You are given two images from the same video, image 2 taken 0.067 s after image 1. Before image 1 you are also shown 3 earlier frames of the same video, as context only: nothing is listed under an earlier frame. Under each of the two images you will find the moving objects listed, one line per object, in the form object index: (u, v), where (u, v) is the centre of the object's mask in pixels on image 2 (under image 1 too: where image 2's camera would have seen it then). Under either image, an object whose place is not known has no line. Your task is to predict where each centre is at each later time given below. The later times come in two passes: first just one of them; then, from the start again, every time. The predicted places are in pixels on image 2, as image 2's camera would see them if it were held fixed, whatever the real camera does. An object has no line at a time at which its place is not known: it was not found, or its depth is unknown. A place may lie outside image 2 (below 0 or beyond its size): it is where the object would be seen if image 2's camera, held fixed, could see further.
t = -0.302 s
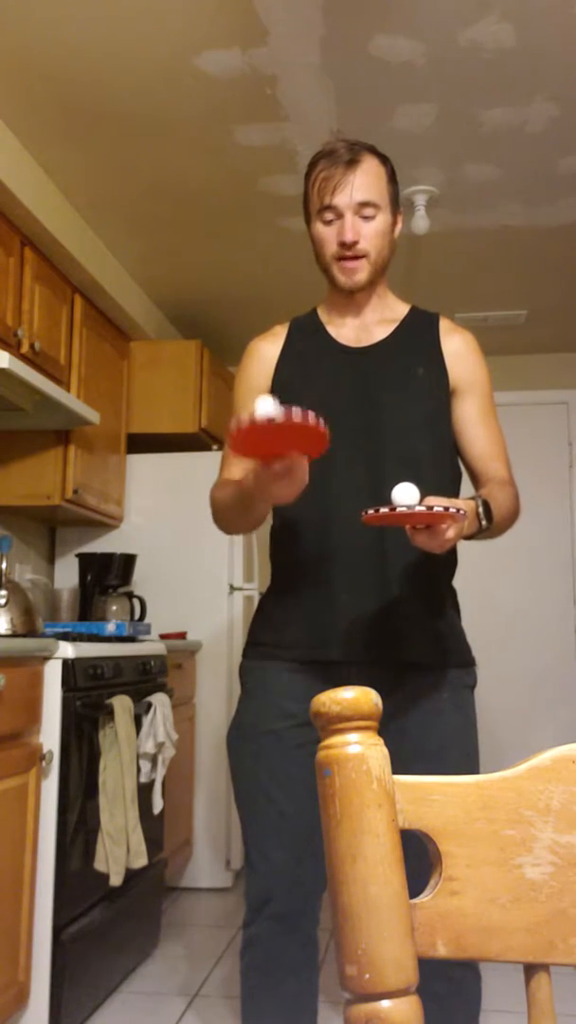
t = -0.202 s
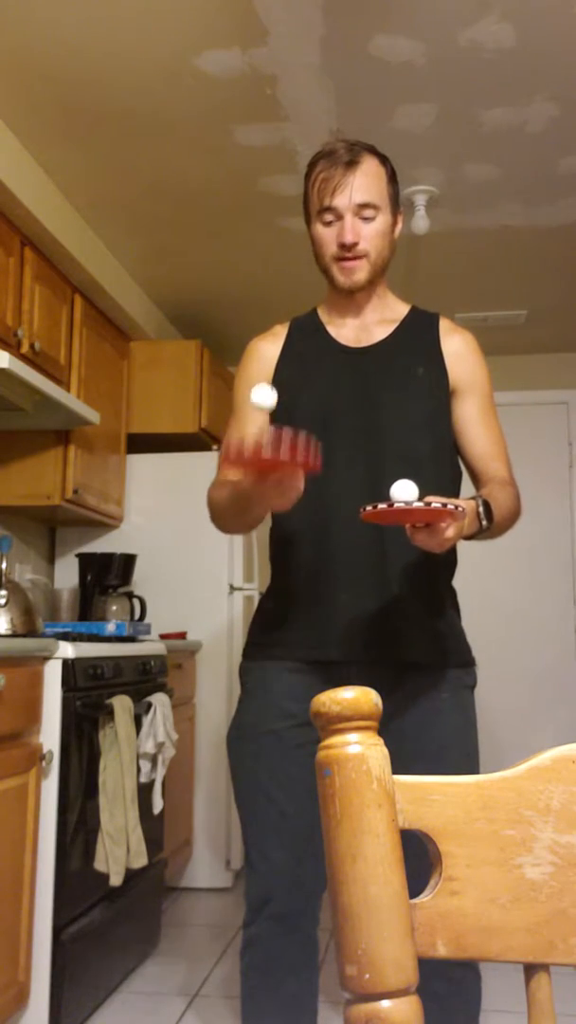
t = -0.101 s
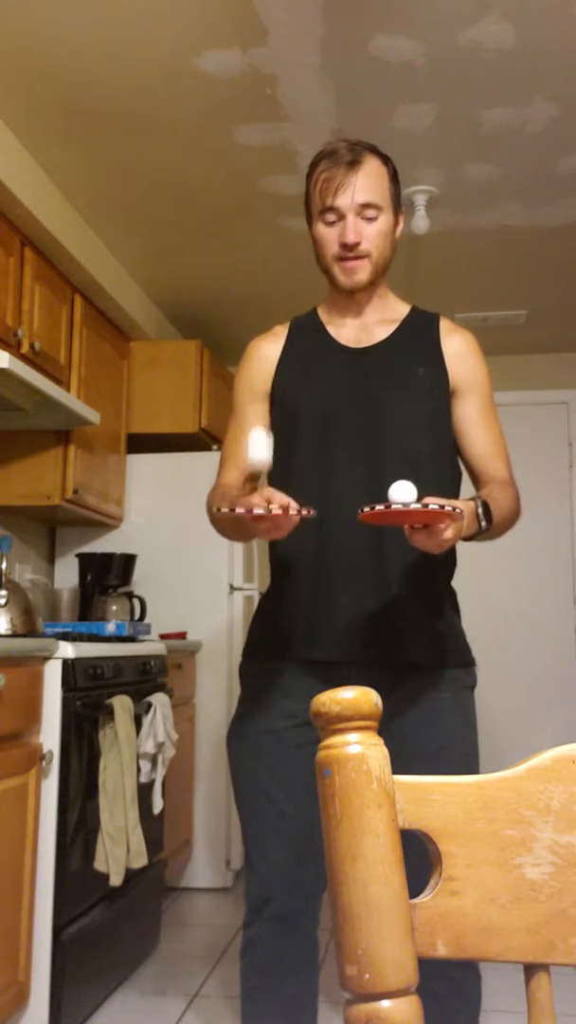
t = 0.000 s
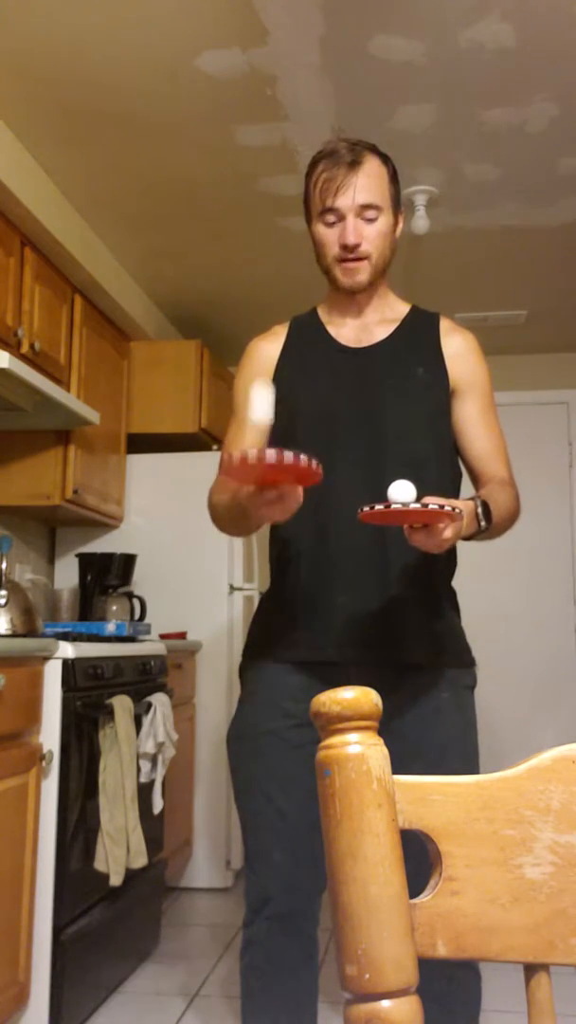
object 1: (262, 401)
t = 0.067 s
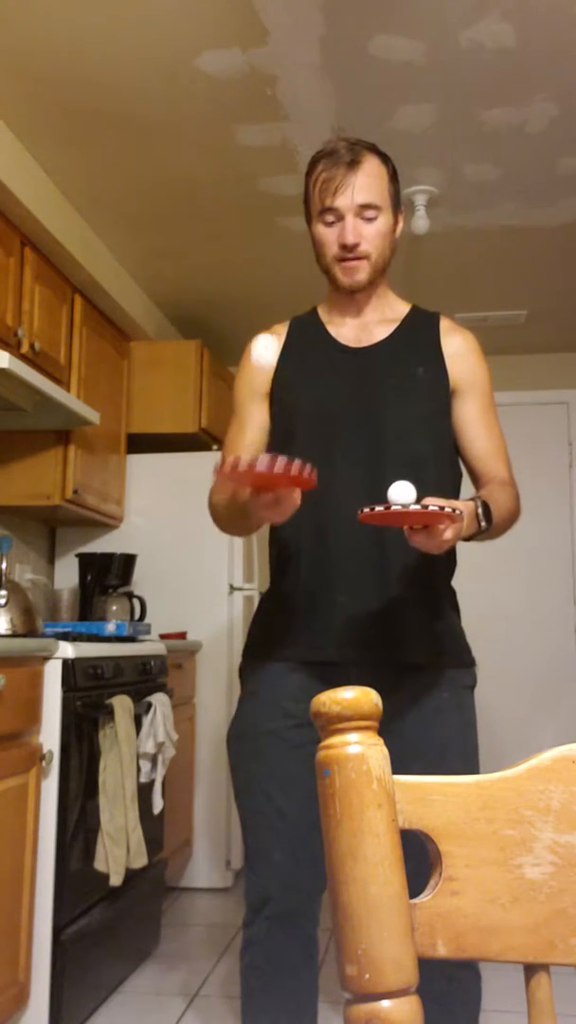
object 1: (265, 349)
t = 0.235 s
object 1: (271, 349)
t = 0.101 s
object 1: (265, 334)
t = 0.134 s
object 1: (267, 328)
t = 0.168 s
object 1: (268, 328)
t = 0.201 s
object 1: (270, 334)
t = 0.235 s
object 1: (271, 349)
